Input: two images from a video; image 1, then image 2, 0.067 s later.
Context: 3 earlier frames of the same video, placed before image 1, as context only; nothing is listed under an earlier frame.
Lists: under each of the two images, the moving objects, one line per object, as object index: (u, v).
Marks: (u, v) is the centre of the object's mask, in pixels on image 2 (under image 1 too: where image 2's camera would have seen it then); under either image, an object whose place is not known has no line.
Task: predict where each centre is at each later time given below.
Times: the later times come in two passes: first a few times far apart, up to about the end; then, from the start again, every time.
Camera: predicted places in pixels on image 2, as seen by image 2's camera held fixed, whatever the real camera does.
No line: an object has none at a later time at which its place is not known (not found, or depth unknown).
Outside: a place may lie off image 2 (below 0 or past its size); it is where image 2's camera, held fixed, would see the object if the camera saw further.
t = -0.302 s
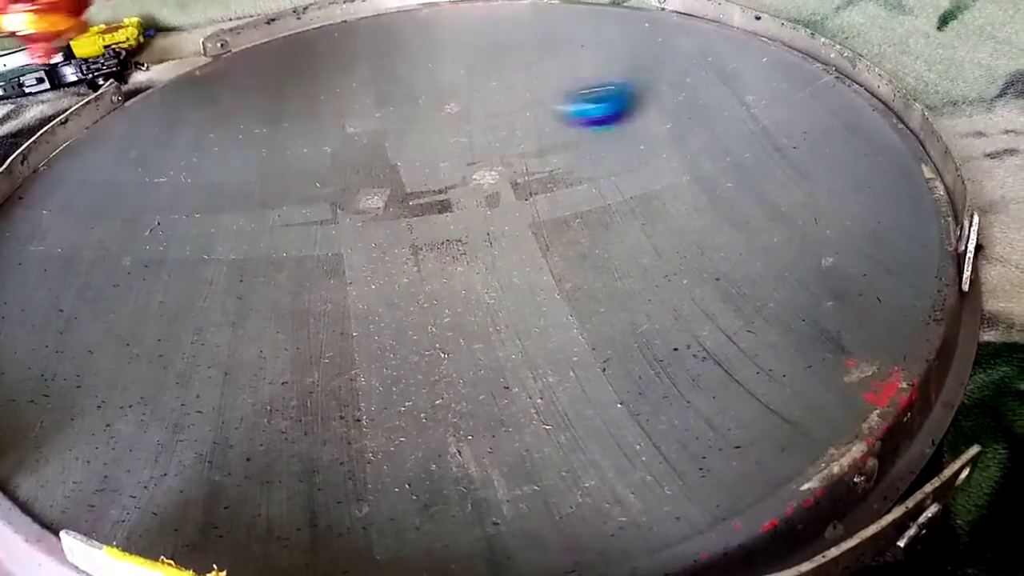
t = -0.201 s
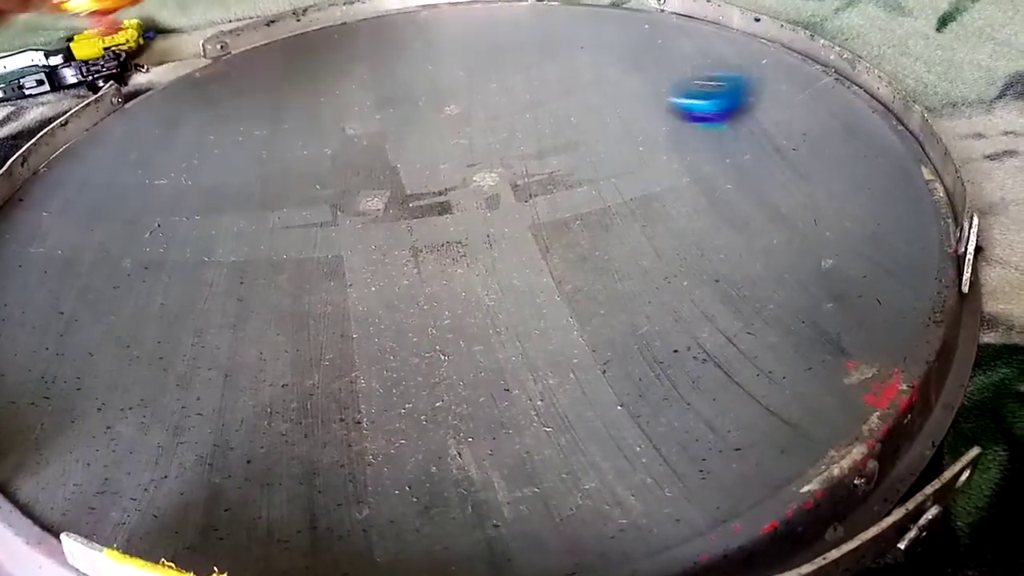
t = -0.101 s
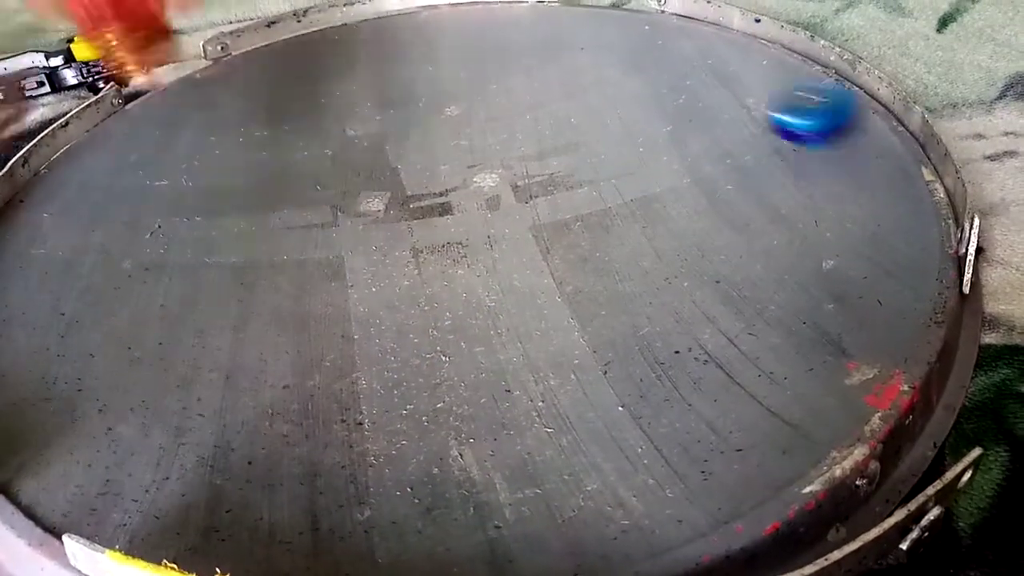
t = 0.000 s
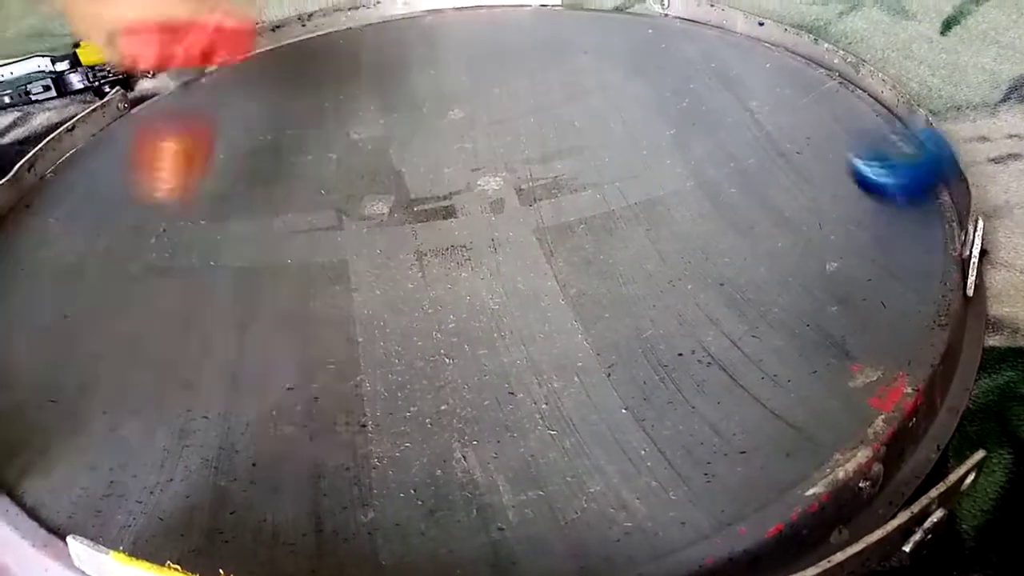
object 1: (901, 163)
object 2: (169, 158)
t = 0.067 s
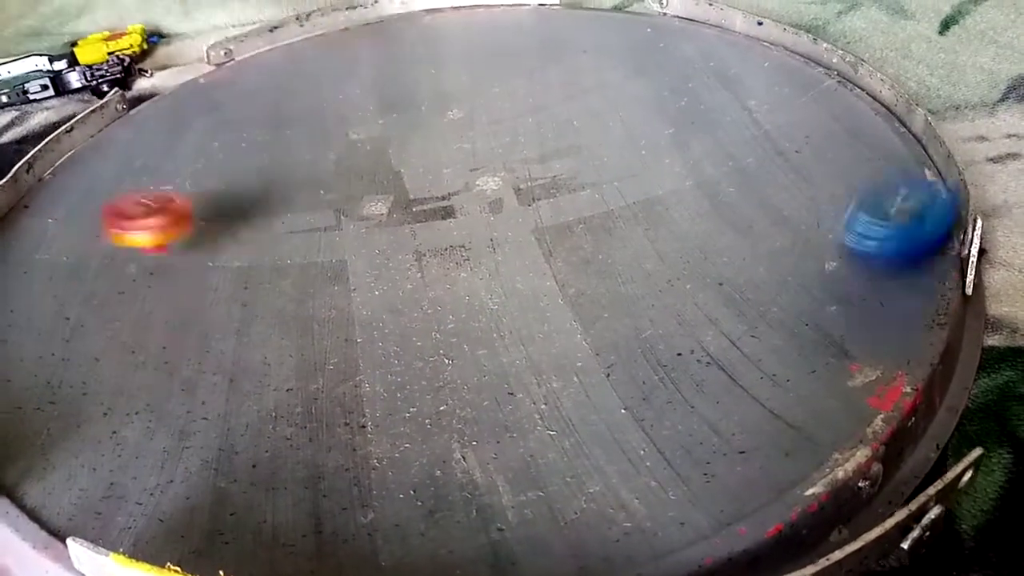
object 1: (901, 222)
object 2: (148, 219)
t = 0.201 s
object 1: (725, 351)
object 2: (112, 309)
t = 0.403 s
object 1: (343, 367)
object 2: (156, 425)
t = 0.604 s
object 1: (200, 228)
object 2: (439, 394)
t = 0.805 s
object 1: (272, 91)
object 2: (587, 232)
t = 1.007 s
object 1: (439, 13)
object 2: (517, 116)
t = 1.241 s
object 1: (650, 39)
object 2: (313, 57)
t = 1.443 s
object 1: (731, 128)
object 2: (175, 128)
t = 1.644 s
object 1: (563, 306)
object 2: (156, 295)
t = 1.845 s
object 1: (523, 349)
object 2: (133, 417)
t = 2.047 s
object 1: (751, 334)
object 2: (69, 472)
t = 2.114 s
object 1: (811, 340)
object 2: (113, 482)
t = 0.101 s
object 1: (877, 257)
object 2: (130, 223)
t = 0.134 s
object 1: (838, 295)
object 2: (119, 243)
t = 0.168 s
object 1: (785, 327)
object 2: (116, 275)
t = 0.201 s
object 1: (725, 351)
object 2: (112, 309)
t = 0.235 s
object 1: (657, 372)
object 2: (108, 327)
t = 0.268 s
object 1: (592, 384)
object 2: (105, 349)
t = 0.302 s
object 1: (520, 389)
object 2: (105, 370)
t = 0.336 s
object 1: (457, 389)
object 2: (113, 391)
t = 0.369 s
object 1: (397, 380)
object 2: (130, 411)
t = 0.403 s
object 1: (343, 367)
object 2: (156, 425)
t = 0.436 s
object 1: (298, 351)
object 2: (192, 435)
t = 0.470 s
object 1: (258, 327)
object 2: (237, 439)
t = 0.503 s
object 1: (230, 301)
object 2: (286, 437)
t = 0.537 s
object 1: (214, 276)
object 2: (336, 430)
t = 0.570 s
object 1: (204, 252)
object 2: (388, 415)
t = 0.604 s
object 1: (200, 228)
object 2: (439, 394)
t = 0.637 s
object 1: (201, 201)
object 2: (482, 372)
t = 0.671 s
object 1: (210, 177)
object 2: (519, 344)
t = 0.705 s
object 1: (219, 153)
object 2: (549, 315)
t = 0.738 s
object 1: (233, 134)
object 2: (570, 286)
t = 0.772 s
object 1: (249, 113)
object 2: (582, 259)
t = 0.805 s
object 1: (272, 91)
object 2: (587, 232)
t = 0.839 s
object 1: (296, 74)
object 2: (586, 208)
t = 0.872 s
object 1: (323, 56)
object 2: (580, 186)
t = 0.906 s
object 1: (350, 43)
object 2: (568, 165)
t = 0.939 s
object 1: (378, 29)
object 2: (553, 147)
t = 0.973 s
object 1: (408, 17)
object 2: (537, 132)
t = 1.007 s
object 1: (439, 13)
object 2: (517, 116)
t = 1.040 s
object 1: (473, 15)
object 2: (492, 103)
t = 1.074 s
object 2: (465, 92)
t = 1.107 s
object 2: (436, 80)
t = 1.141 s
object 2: (407, 70)
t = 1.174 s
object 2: (376, 63)
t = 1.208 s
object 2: (344, 58)
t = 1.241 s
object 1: (650, 39)
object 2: (313, 57)
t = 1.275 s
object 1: (671, 45)
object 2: (283, 56)
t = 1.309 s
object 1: (691, 52)
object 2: (251, 57)
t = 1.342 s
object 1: (709, 62)
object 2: (228, 65)
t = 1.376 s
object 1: (723, 79)
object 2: (212, 88)
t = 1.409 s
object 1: (730, 100)
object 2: (194, 106)
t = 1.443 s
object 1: (731, 128)
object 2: (175, 128)
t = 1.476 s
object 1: (724, 154)
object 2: (158, 155)
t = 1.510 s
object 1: (709, 186)
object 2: (146, 181)
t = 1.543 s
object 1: (685, 218)
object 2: (139, 207)
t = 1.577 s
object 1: (654, 246)
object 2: (137, 237)
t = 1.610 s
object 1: (612, 277)
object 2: (142, 265)
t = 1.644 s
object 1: (563, 306)
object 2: (156, 295)
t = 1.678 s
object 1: (505, 327)
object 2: (179, 320)
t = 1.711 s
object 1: (448, 344)
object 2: (210, 346)
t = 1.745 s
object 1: (391, 354)
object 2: (251, 367)
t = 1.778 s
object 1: (411, 355)
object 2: (228, 383)
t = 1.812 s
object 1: (473, 353)
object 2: (176, 402)
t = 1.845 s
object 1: (523, 349)
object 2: (133, 417)
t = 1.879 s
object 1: (570, 343)
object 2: (97, 430)
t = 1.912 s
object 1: (610, 338)
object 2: (71, 441)
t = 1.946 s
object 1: (649, 336)
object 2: (61, 449)
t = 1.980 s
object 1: (685, 333)
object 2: (58, 457)
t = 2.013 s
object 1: (720, 332)
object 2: (61, 465)
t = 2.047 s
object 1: (751, 334)
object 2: (69, 472)
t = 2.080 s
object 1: (783, 336)
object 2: (85, 478)
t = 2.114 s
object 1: (811, 340)
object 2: (113, 482)
